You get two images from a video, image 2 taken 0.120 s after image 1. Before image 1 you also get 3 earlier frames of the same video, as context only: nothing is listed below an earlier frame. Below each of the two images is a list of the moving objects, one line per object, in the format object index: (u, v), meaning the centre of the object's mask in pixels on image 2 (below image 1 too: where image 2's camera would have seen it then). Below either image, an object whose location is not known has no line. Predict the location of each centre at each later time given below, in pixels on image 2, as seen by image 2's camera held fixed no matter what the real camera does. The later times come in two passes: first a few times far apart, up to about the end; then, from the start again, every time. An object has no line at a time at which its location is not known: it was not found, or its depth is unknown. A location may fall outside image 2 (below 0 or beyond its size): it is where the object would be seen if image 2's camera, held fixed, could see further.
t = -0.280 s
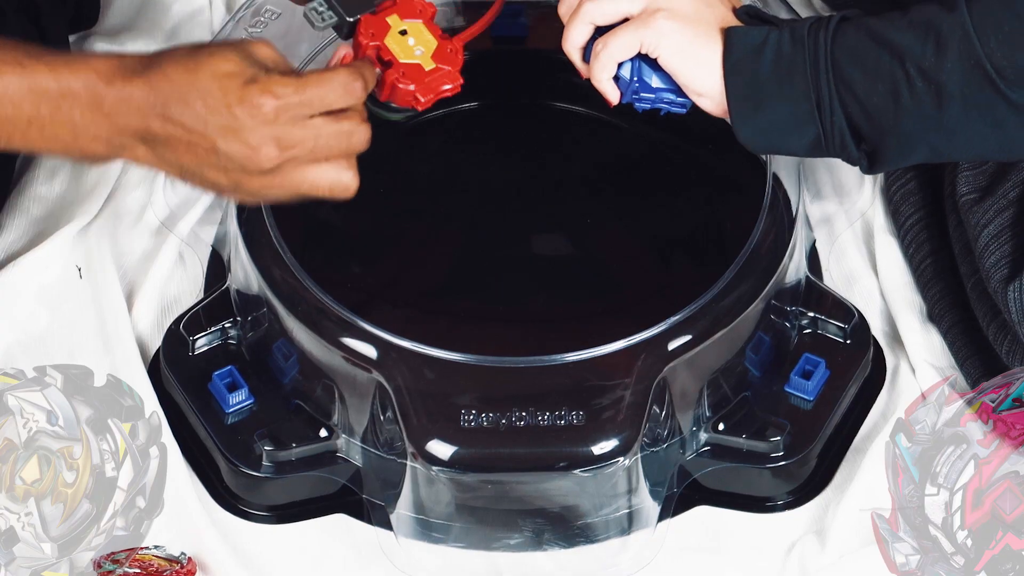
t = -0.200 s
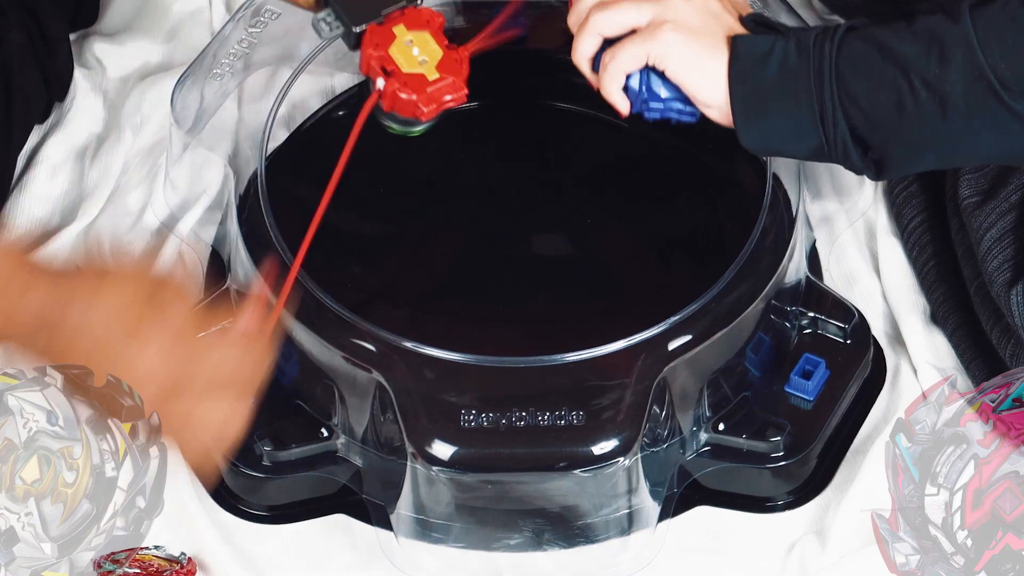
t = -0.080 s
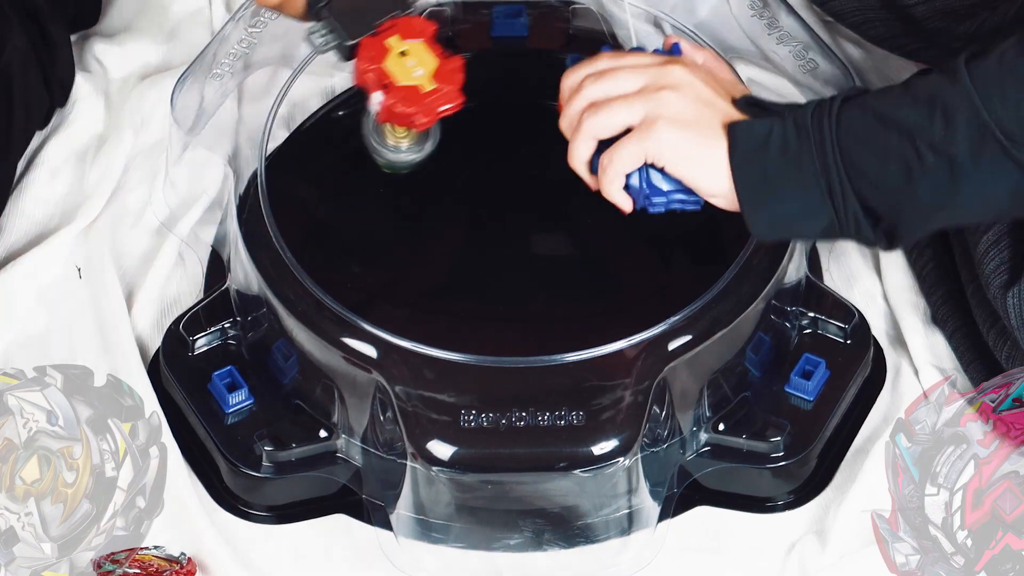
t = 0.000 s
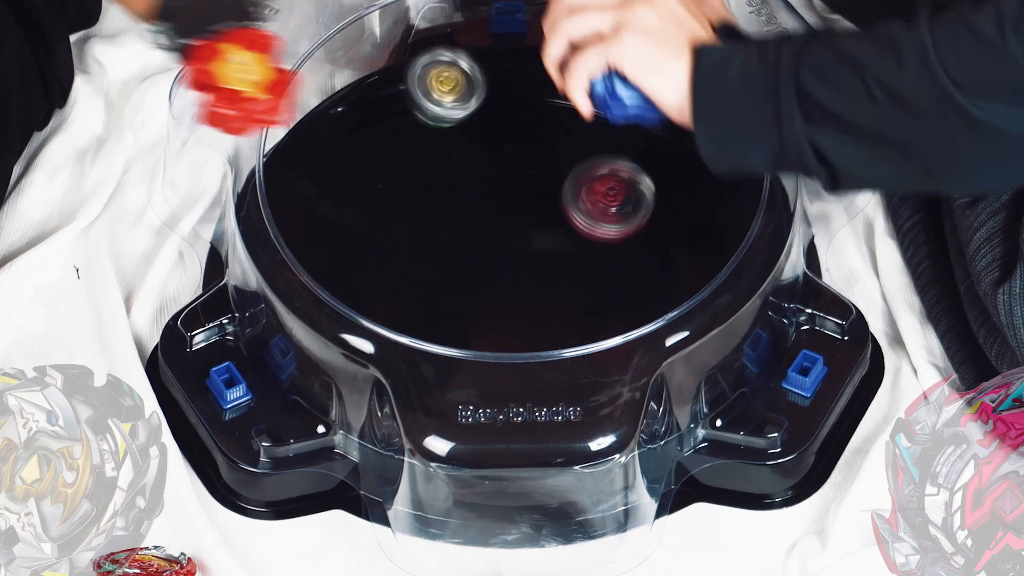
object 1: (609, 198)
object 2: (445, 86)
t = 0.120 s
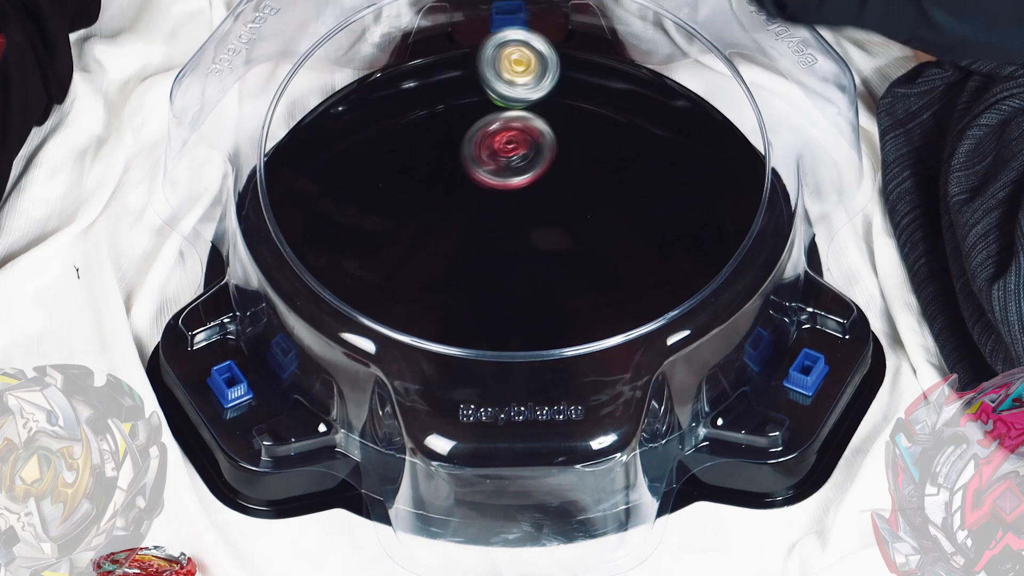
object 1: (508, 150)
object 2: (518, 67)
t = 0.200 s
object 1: (461, 199)
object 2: (541, 100)
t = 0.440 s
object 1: (401, 245)
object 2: (542, 245)
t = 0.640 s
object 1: (435, 253)
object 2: (568, 310)
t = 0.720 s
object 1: (428, 227)
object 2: (632, 325)
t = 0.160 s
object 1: (485, 179)
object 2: (529, 74)
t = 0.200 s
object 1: (461, 199)
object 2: (541, 100)
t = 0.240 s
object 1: (437, 202)
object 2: (552, 145)
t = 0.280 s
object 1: (415, 223)
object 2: (556, 164)
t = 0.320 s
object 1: (407, 217)
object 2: (553, 157)
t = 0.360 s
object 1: (400, 228)
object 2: (550, 168)
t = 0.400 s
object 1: (396, 246)
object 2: (547, 198)
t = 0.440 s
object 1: (401, 245)
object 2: (542, 245)
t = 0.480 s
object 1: (405, 259)
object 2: (538, 258)
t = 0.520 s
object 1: (422, 254)
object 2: (533, 251)
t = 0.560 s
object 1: (438, 263)
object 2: (529, 263)
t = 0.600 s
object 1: (448, 262)
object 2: (536, 296)
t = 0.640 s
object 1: (435, 253)
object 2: (568, 310)
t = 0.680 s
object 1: (429, 241)
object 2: (598, 309)
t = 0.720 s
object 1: (428, 227)
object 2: (632, 325)
